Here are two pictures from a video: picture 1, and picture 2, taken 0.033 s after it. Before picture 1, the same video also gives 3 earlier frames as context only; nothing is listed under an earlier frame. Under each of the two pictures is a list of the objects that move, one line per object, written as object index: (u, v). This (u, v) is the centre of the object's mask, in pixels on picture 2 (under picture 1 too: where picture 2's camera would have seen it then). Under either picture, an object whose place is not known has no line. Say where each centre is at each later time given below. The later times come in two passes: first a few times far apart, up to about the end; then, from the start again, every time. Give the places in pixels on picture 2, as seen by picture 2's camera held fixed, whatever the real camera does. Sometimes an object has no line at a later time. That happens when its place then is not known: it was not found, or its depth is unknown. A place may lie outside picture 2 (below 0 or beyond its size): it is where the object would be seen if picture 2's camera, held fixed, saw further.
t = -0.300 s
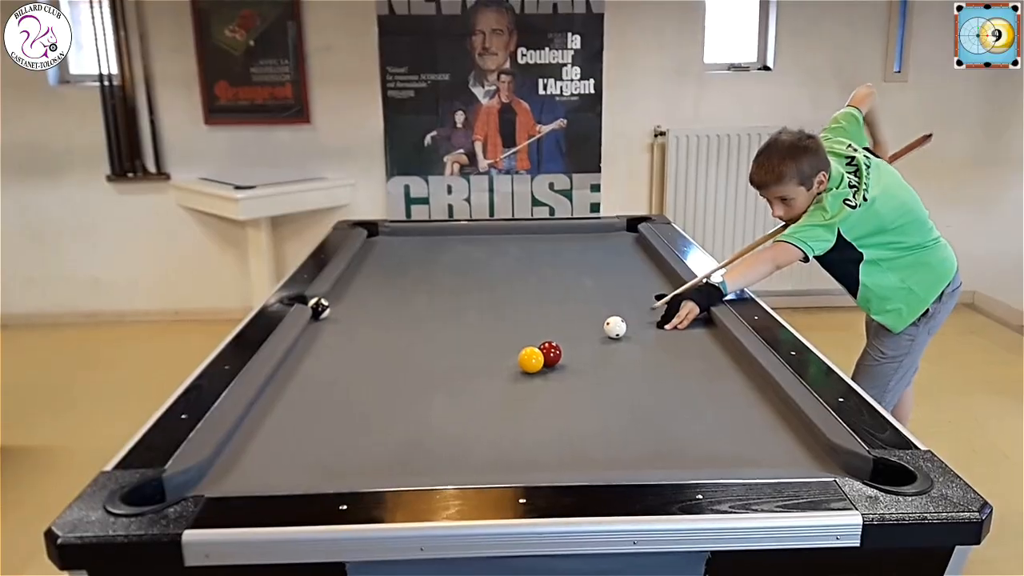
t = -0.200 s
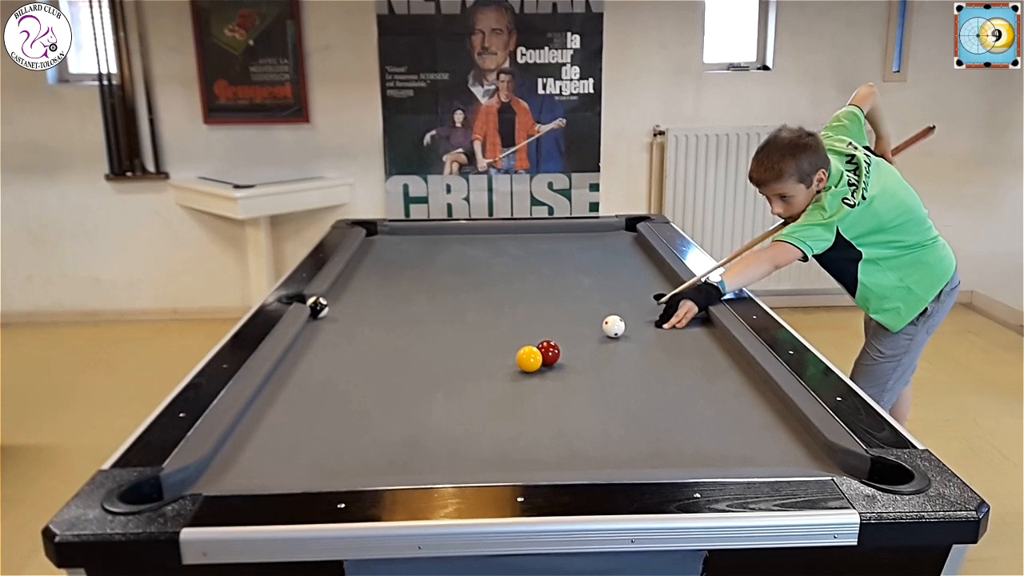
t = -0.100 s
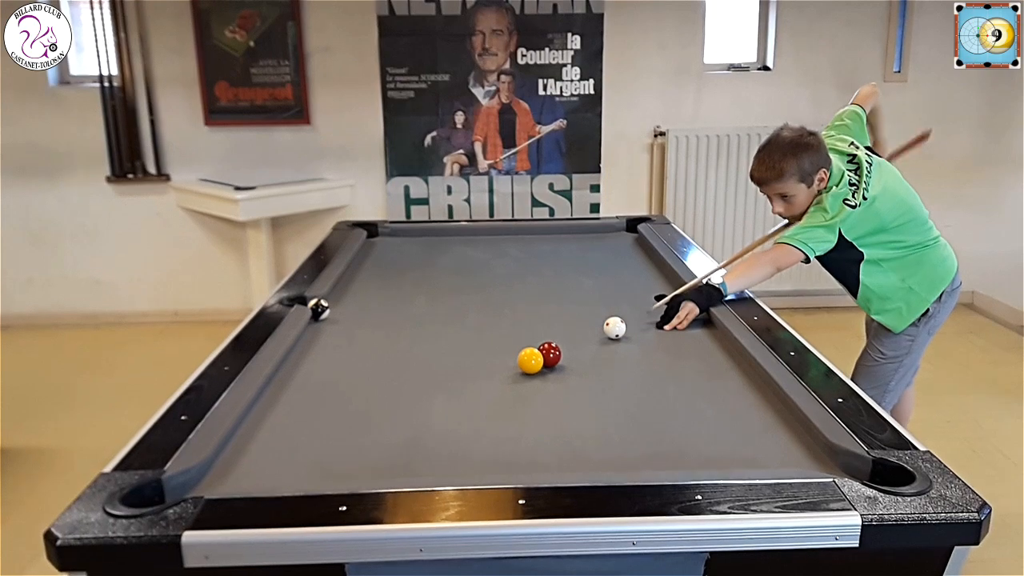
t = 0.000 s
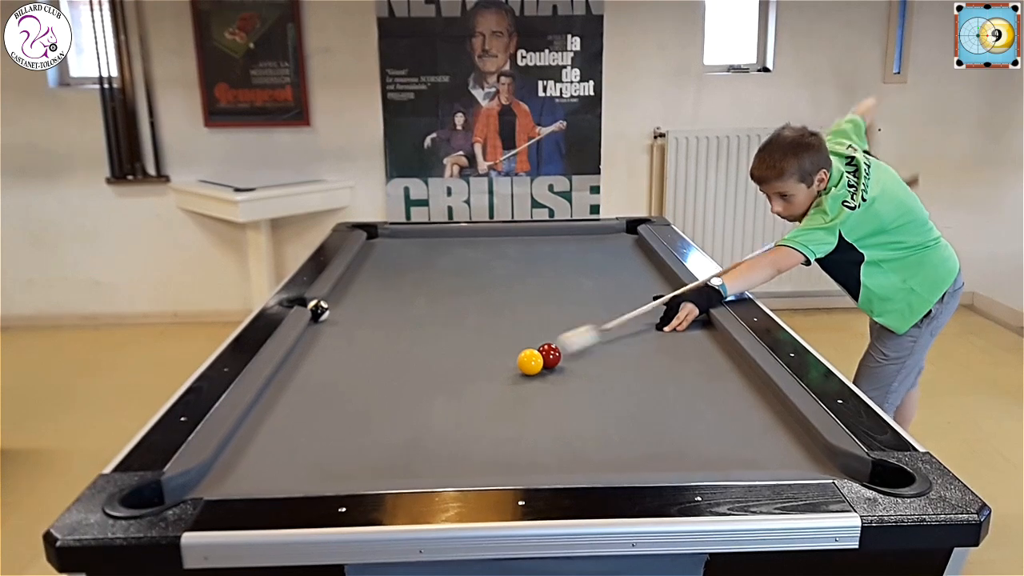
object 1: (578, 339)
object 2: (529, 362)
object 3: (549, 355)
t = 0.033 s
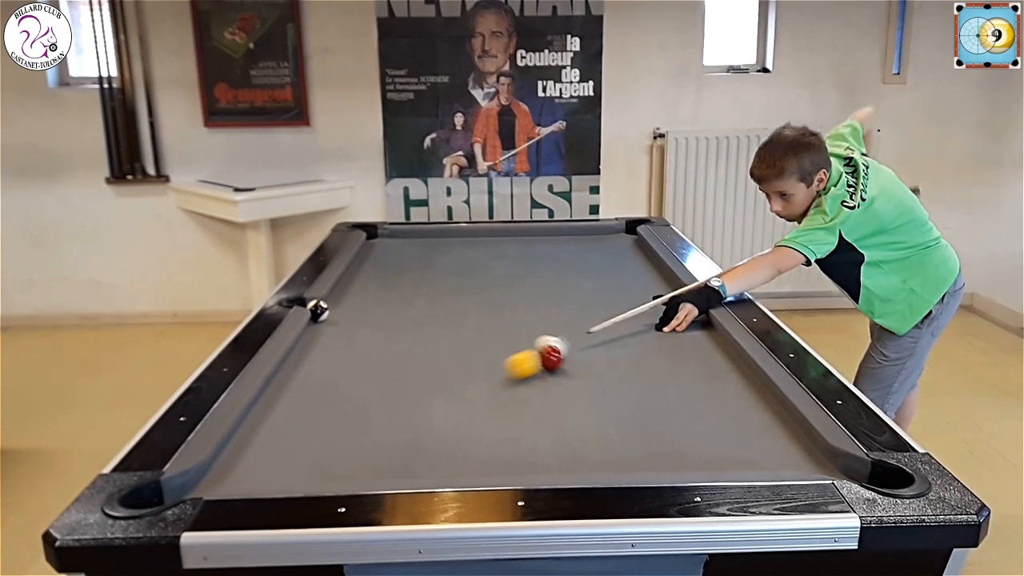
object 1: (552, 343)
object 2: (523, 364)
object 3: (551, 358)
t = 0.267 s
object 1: (456, 334)
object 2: (379, 419)
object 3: (599, 380)
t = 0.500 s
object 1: (376, 324)
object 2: (203, 480)
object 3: (650, 403)
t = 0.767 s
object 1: (333, 316)
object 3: (716, 433)
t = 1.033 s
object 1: (363, 312)
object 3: (788, 460)
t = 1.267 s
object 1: (385, 309)
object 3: (842, 466)
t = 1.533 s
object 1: (406, 306)
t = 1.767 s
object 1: (420, 304)
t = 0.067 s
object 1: (534, 345)
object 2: (502, 372)
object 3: (558, 361)
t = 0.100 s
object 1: (520, 342)
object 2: (481, 380)
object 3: (565, 364)
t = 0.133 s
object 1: (506, 340)
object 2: (461, 388)
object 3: (572, 367)
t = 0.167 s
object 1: (493, 338)
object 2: (441, 395)
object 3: (578, 370)
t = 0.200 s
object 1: (481, 337)
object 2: (421, 403)
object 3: (585, 373)
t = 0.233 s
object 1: (468, 335)
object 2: (401, 410)
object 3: (592, 376)
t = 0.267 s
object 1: (456, 334)
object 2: (379, 419)
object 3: (599, 380)
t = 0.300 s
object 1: (444, 332)
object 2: (358, 427)
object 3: (606, 383)
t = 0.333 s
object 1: (433, 331)
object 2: (334, 435)
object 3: (613, 386)
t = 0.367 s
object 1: (421, 329)
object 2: (311, 444)
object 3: (620, 389)
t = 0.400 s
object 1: (409, 328)
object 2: (286, 453)
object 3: (628, 393)
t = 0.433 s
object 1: (398, 326)
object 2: (259, 463)
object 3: (635, 396)
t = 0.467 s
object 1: (387, 325)
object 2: (232, 471)
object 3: (642, 399)
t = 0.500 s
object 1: (376, 324)
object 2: (203, 480)
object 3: (650, 403)
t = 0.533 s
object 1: (365, 323)
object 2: (174, 490)
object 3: (658, 406)
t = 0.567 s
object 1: (355, 321)
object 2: (150, 500)
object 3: (666, 410)
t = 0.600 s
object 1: (345, 320)
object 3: (674, 413)
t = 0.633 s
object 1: (334, 319)
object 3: (682, 417)
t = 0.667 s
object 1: (325, 317)
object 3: (690, 421)
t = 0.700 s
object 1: (324, 317)
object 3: (699, 425)
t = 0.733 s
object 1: (328, 316)
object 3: (707, 429)
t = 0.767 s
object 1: (333, 316)
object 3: (716, 433)
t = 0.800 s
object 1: (337, 315)
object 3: (724, 437)
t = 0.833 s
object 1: (341, 315)
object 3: (733, 440)
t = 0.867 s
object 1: (345, 314)
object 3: (742, 445)
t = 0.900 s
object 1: (348, 314)
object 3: (751, 449)
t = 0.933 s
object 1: (352, 313)
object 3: (760, 452)
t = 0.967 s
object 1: (356, 313)
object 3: (769, 455)
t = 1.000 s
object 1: (359, 312)
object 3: (778, 458)
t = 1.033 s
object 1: (363, 312)
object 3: (788, 460)
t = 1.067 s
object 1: (366, 311)
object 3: (797, 462)
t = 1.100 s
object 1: (370, 311)
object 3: (806, 464)
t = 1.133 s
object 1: (373, 310)
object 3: (815, 464)
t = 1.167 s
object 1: (376, 310)
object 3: (822, 464)
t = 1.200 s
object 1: (379, 310)
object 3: (829, 465)
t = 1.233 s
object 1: (382, 309)
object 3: (836, 465)
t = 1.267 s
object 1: (385, 309)
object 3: (842, 466)
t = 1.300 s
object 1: (388, 308)
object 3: (843, 467)
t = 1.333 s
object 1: (391, 308)
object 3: (843, 467)
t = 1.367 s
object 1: (394, 308)
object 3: (843, 468)
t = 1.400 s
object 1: (396, 307)
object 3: (843, 468)
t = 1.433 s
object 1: (399, 307)
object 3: (843, 469)
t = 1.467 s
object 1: (401, 307)
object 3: (845, 470)
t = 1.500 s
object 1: (404, 306)
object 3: (847, 472)
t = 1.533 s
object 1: (406, 306)
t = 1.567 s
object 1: (408, 306)
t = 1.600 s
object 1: (410, 305)
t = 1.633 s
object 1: (413, 305)
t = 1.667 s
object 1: (415, 305)
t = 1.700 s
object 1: (416, 305)
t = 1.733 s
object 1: (418, 304)
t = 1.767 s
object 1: (420, 304)
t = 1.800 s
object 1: (422, 304)
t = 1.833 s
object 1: (424, 304)
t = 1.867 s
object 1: (426, 303)
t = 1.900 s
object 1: (427, 303)
